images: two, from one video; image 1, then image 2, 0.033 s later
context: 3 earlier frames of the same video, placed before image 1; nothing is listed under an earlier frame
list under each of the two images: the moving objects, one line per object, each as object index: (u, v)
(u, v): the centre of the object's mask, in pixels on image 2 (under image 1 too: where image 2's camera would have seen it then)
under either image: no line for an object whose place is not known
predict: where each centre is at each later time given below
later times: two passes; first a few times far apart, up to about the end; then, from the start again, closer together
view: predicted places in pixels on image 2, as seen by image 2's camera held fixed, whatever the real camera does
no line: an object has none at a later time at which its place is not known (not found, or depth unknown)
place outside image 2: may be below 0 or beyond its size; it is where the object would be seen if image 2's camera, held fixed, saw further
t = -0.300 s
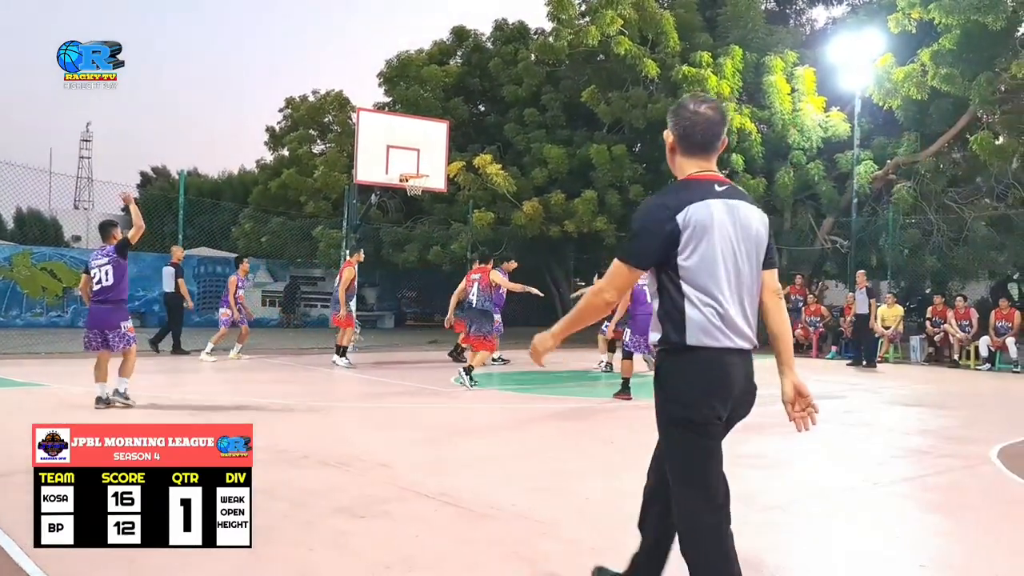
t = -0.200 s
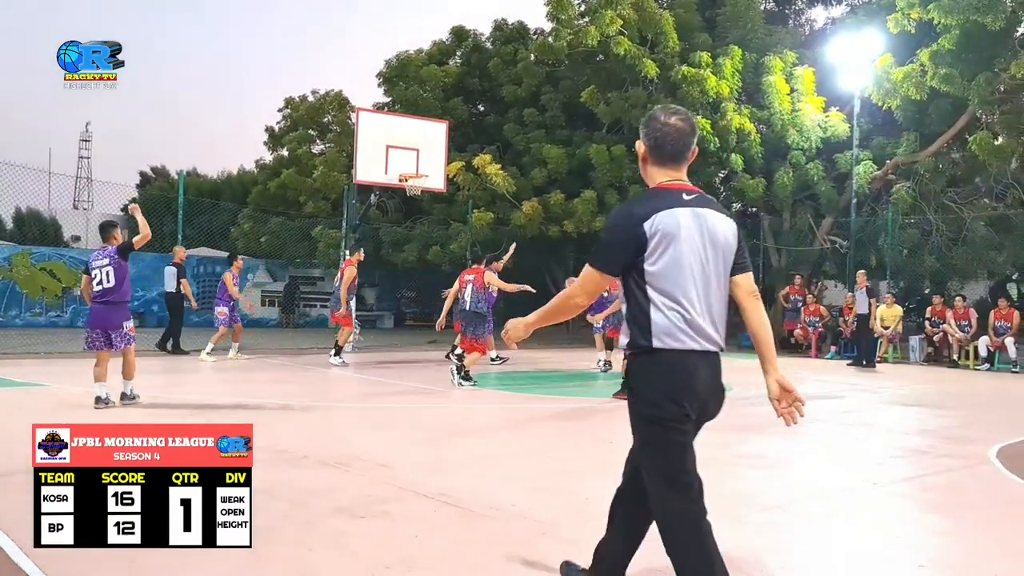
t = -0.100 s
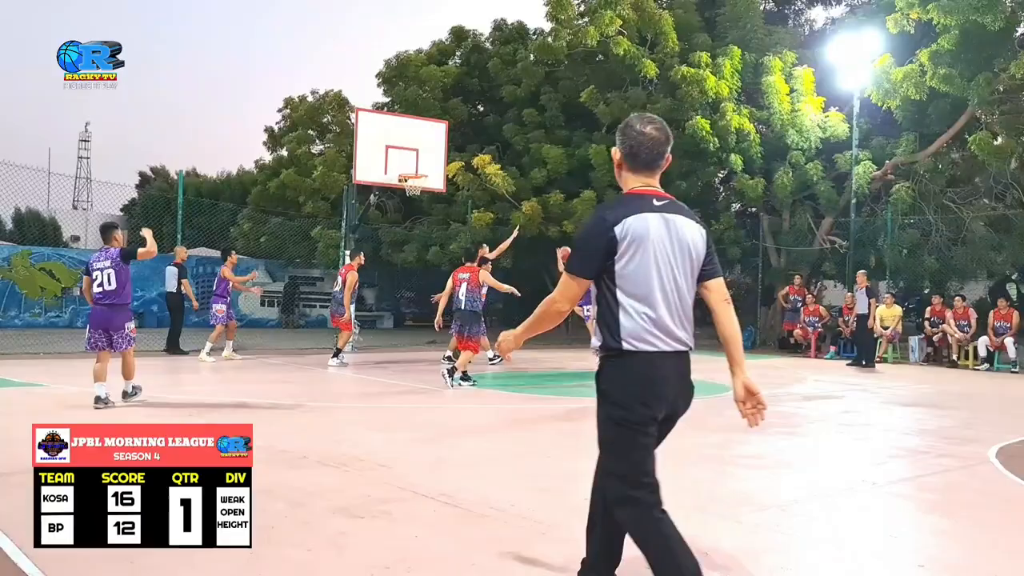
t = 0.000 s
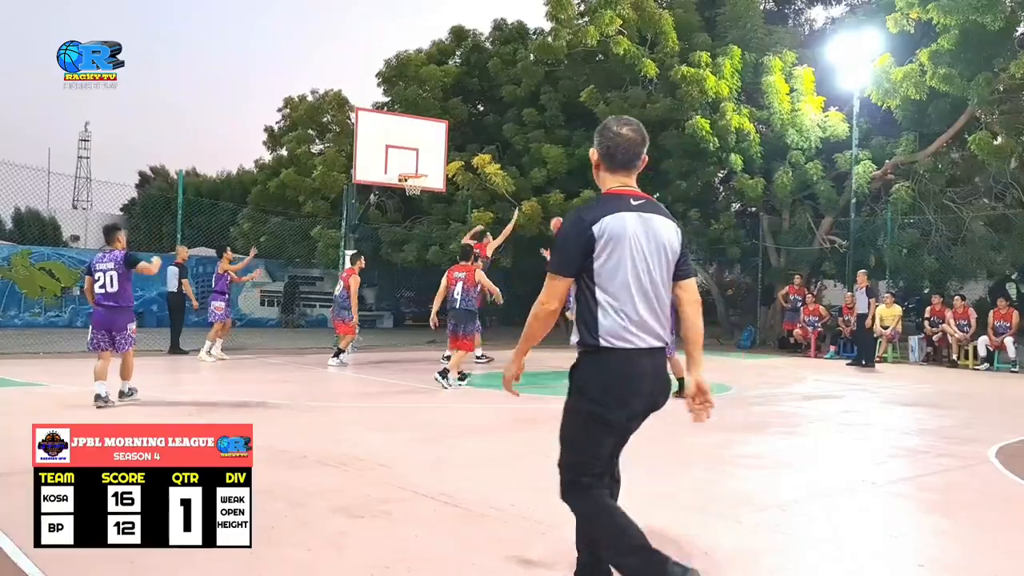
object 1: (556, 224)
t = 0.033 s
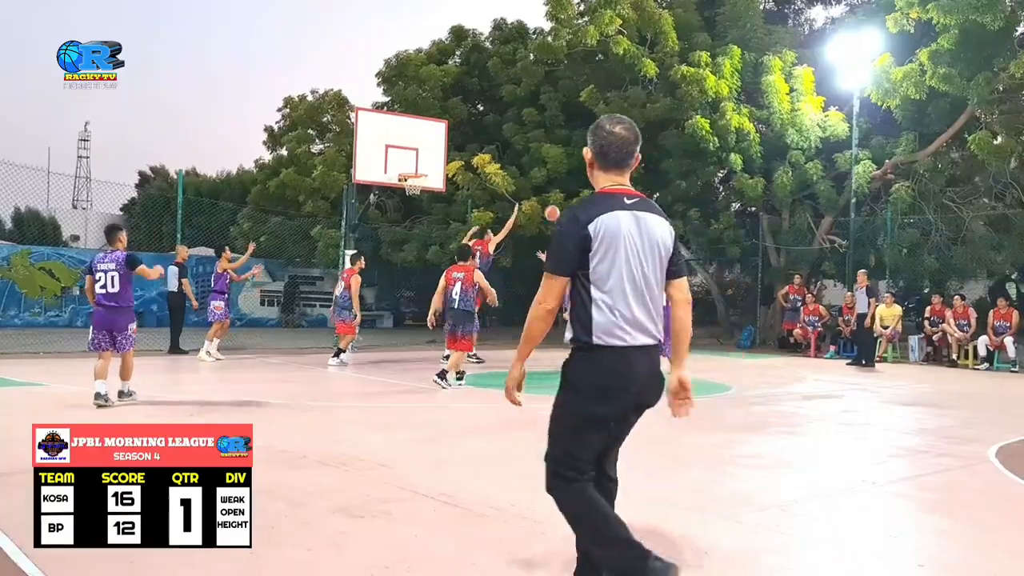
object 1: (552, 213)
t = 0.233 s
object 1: (516, 159)
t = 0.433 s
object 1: (480, 130)
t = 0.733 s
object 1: (425, 131)
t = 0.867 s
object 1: (401, 150)
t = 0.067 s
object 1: (546, 202)
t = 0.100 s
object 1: (540, 192)
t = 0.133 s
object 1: (533, 183)
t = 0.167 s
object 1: (528, 174)
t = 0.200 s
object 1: (522, 166)
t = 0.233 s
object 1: (516, 159)
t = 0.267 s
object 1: (510, 152)
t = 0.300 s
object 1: (504, 146)
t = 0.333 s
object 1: (497, 141)
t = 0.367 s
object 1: (491, 137)
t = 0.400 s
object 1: (485, 133)
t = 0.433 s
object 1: (480, 130)
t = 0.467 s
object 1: (473, 127)
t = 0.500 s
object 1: (467, 125)
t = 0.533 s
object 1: (461, 124)
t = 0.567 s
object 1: (456, 124)
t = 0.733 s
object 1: (425, 131)
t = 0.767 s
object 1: (419, 135)
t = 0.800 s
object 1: (413, 139)
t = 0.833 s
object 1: (407, 144)
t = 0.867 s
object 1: (401, 150)
